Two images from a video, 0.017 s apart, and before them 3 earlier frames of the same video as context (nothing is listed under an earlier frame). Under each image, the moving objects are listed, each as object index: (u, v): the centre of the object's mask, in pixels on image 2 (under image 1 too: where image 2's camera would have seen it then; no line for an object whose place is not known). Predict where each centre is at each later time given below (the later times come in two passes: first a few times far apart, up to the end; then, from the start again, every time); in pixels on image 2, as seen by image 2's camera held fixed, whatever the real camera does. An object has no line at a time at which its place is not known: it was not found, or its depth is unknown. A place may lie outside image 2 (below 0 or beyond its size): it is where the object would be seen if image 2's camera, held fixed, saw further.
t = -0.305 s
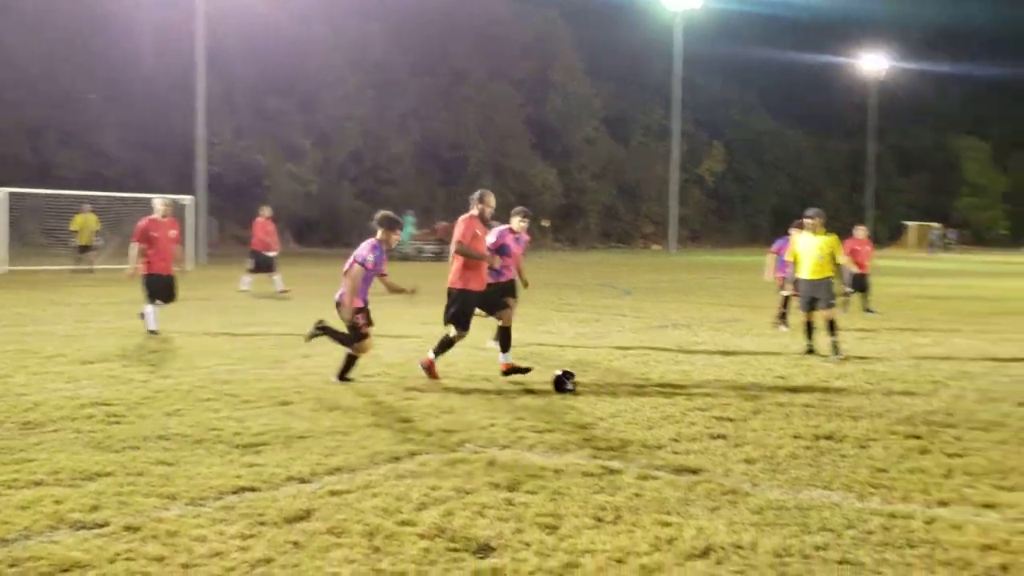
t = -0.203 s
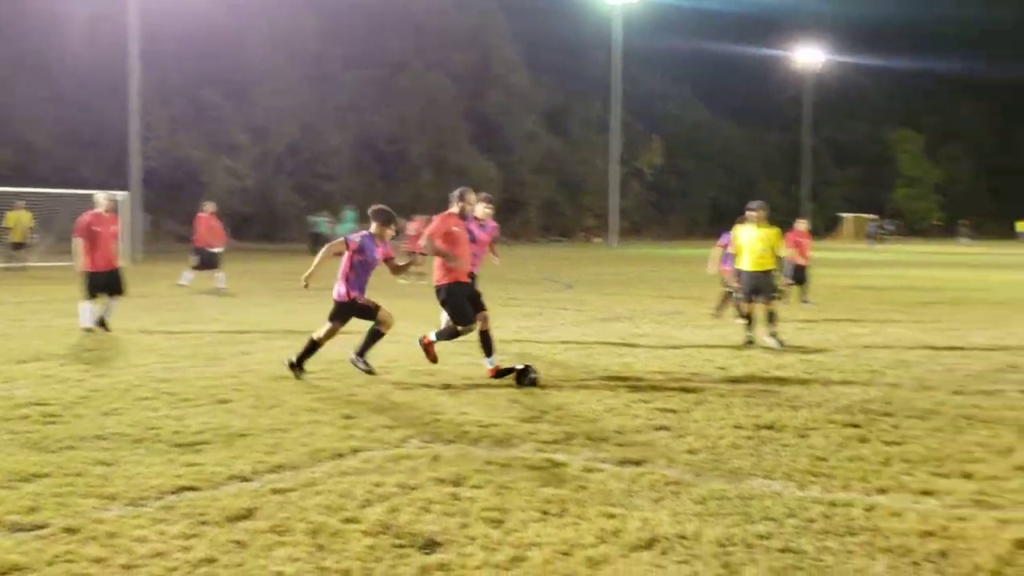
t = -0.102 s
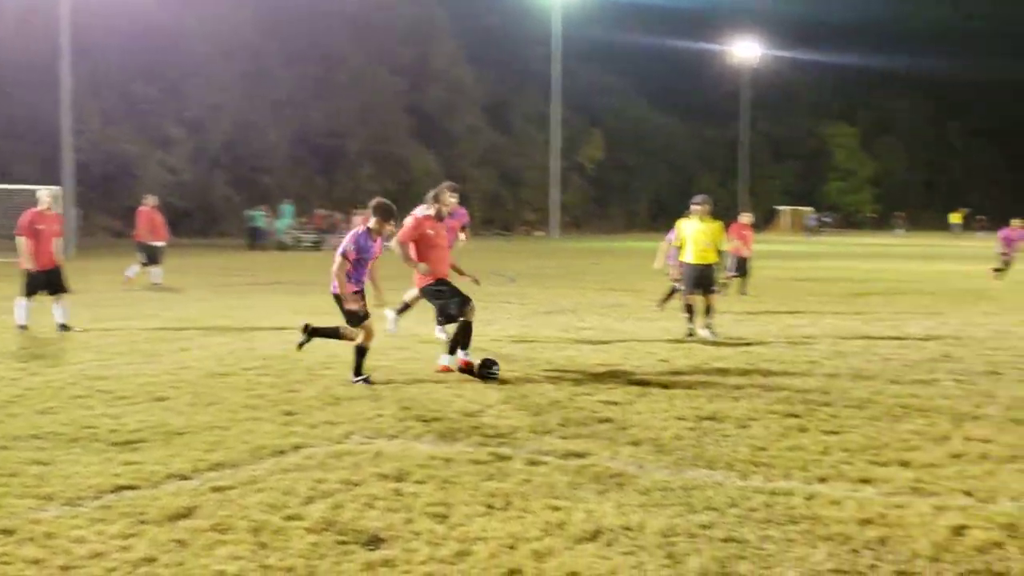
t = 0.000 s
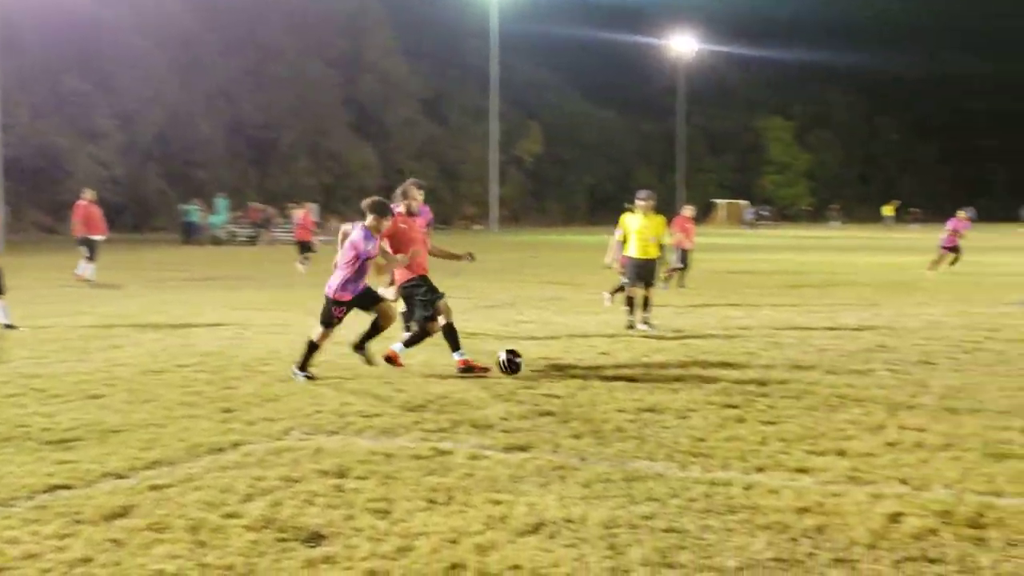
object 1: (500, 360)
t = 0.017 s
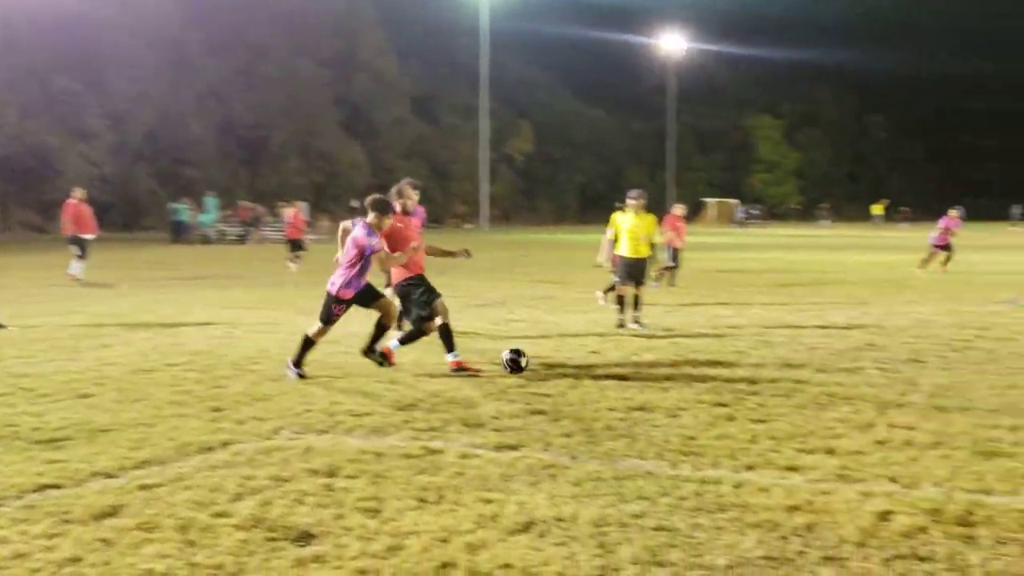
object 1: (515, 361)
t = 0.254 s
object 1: (725, 389)
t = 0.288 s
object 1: (754, 389)
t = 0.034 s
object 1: (529, 362)
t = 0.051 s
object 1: (544, 363)
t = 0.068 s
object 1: (559, 365)
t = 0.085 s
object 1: (574, 367)
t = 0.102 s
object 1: (590, 370)
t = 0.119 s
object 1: (605, 372)
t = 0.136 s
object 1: (621, 375)
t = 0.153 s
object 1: (637, 378)
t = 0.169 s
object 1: (653, 382)
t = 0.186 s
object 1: (668, 386)
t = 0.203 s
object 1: (684, 387)
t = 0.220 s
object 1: (698, 388)
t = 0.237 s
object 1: (711, 388)
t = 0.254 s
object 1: (725, 389)
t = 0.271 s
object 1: (739, 389)
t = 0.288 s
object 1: (754, 389)
